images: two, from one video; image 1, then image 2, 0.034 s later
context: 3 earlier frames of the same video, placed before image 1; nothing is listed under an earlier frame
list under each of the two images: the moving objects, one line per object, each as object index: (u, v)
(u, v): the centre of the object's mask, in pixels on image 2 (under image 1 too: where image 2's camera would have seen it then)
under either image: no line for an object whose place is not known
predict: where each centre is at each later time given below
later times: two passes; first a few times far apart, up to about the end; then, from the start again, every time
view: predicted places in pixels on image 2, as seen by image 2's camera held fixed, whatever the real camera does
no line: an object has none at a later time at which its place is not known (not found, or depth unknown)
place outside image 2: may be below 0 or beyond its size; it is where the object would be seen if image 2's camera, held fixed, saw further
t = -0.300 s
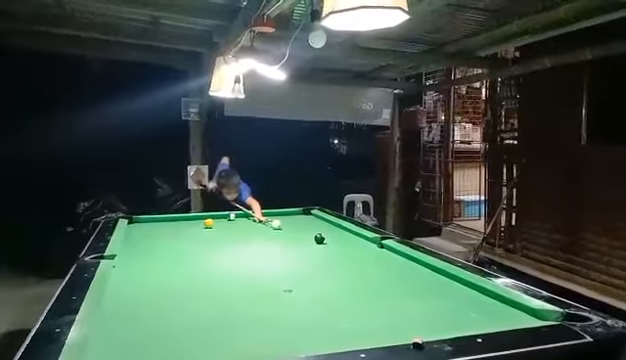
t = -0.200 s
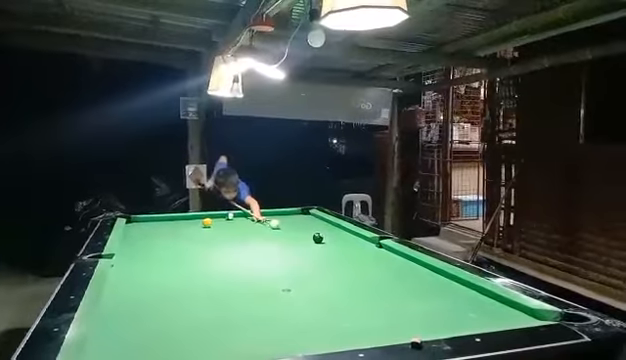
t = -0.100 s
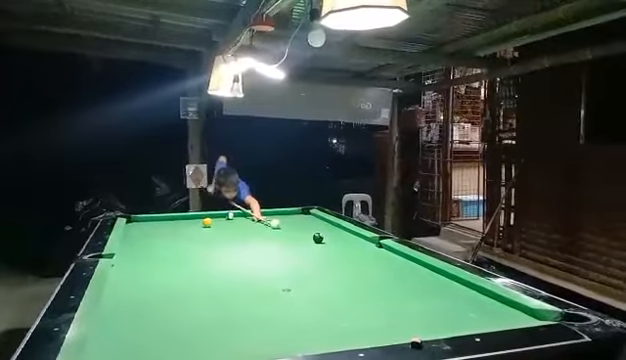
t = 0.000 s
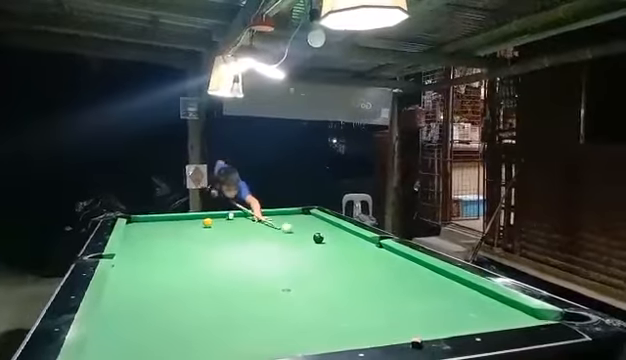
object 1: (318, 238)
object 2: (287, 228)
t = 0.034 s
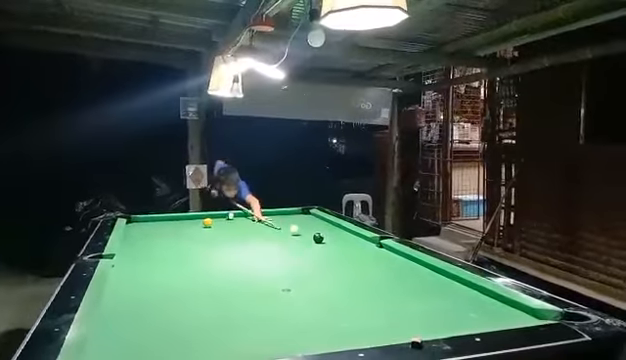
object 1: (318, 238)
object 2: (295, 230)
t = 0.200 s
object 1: (338, 244)
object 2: (313, 236)
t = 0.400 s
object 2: (310, 234)
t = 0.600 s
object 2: (306, 231)
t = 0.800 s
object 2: (303, 230)
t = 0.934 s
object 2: (301, 230)
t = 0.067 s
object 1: (318, 238)
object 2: (303, 232)
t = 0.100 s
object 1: (318, 238)
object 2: (309, 234)
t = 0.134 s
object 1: (322, 239)
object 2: (313, 235)
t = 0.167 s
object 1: (330, 242)
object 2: (314, 236)
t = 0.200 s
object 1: (338, 244)
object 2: (313, 236)
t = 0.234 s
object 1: (346, 247)
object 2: (312, 235)
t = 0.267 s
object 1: (355, 250)
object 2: (312, 235)
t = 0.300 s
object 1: (363, 253)
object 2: (311, 234)
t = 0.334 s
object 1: (371, 256)
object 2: (311, 234)
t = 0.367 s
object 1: (380, 259)
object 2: (310, 234)
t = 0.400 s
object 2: (310, 234)
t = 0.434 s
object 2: (309, 233)
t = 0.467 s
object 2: (309, 233)
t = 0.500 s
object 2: (309, 233)
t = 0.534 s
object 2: (307, 232)
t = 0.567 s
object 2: (307, 232)
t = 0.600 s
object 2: (306, 231)
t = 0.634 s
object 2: (305, 231)
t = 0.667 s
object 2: (305, 231)
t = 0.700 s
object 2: (304, 231)
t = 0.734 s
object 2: (304, 230)
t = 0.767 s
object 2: (303, 230)
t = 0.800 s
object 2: (303, 230)
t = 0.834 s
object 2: (303, 230)
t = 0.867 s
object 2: (302, 230)
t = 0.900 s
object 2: (302, 230)
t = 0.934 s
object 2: (301, 230)
